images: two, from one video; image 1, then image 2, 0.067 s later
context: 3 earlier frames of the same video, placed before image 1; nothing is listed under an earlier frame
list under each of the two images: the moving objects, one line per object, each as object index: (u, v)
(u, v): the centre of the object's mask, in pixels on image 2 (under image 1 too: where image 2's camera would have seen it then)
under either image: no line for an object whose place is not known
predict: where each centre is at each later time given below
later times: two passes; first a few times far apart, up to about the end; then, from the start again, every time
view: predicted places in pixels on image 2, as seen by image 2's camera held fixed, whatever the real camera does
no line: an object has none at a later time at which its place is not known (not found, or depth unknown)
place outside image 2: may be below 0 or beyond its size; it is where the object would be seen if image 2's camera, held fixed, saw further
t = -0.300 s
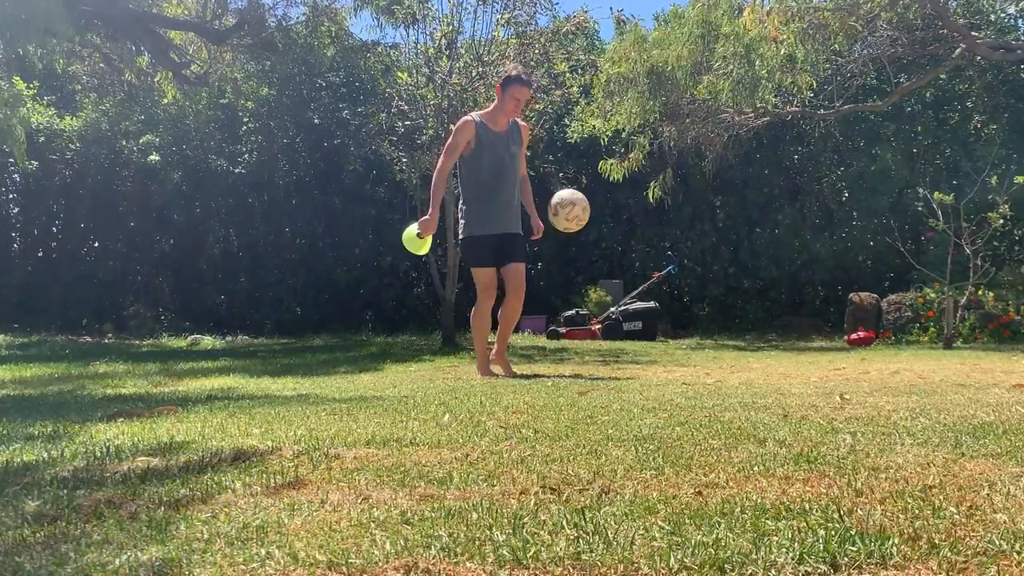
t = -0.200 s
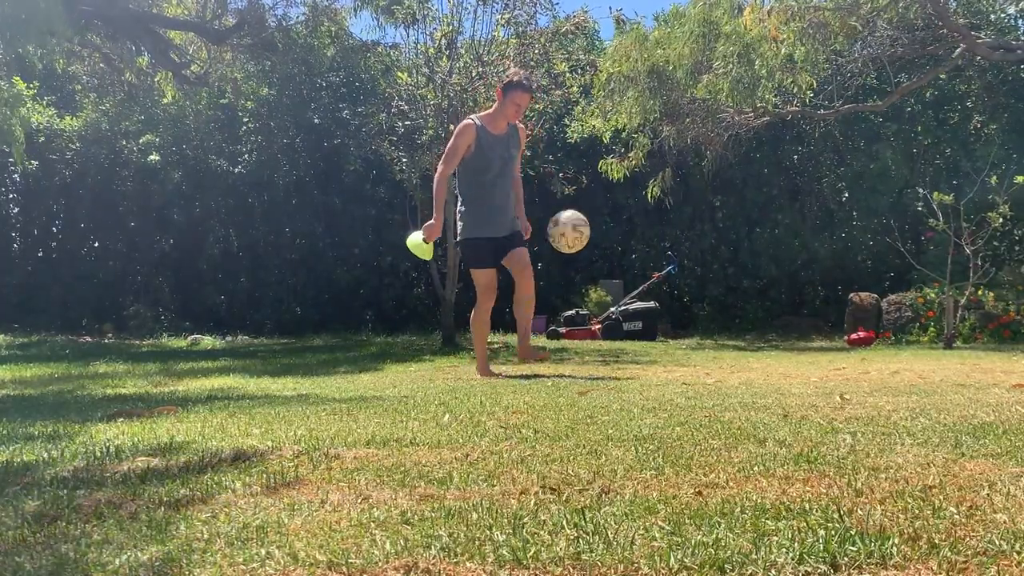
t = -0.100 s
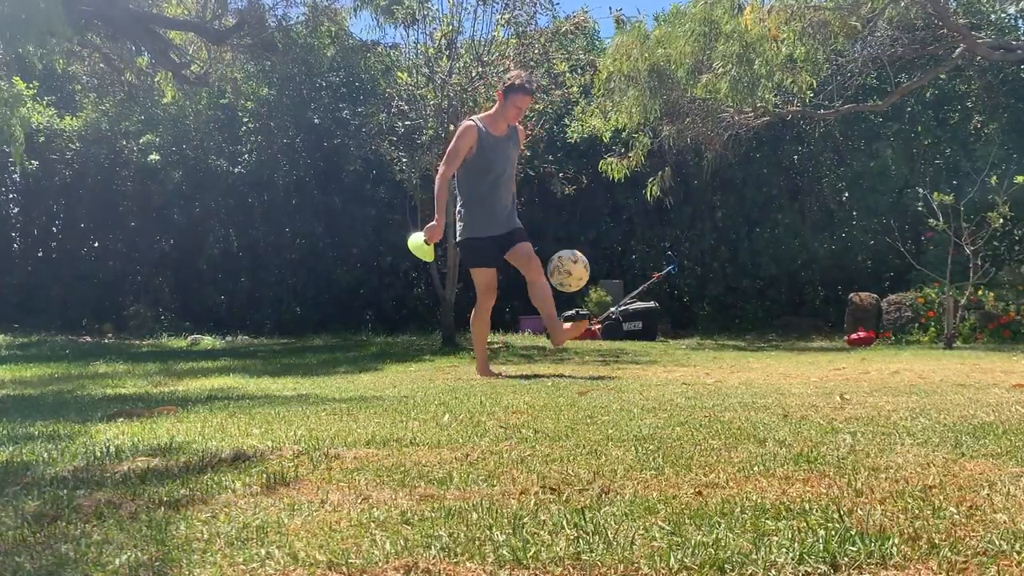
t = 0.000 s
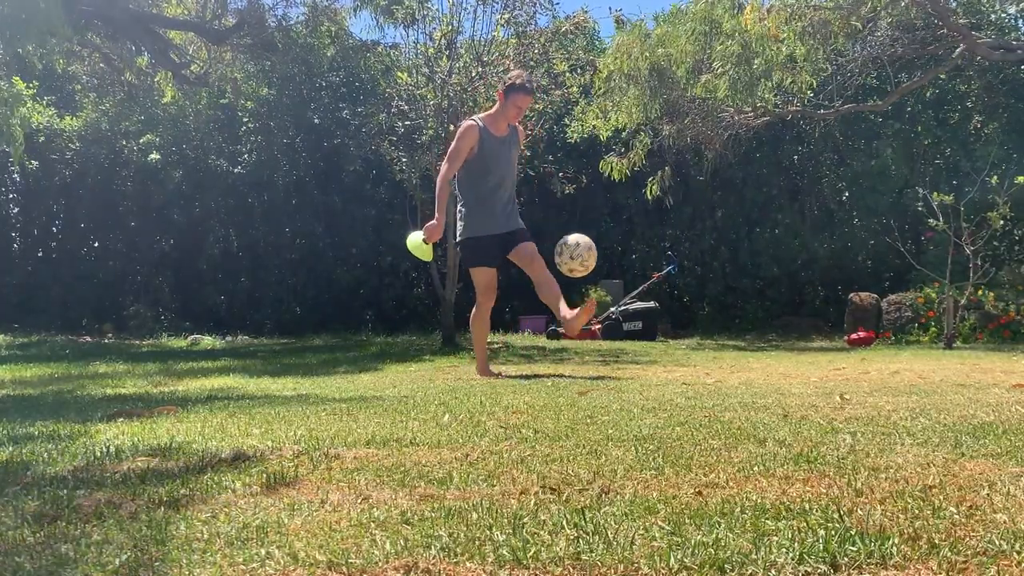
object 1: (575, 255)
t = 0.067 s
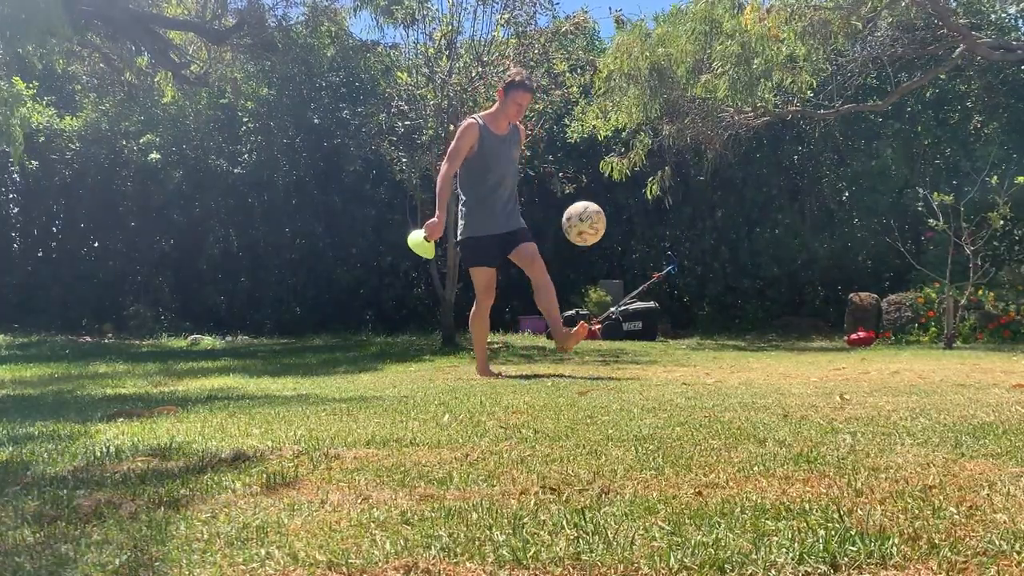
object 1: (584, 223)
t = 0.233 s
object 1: (606, 178)
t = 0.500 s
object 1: (644, 224)
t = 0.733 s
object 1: (680, 345)
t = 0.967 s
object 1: (704, 290)
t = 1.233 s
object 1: (732, 356)
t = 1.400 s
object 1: (745, 334)
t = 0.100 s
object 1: (588, 210)
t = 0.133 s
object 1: (592, 199)
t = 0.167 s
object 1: (597, 190)
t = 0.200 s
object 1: (601, 183)
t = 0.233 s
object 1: (606, 178)
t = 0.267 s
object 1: (610, 175)
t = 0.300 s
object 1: (615, 175)
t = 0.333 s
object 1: (620, 177)
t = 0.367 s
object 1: (624, 182)
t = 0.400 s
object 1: (629, 189)
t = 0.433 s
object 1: (634, 198)
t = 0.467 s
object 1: (639, 210)
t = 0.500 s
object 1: (644, 224)
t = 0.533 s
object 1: (649, 241)
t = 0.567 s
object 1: (654, 261)
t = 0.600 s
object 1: (660, 284)
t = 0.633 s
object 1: (666, 309)
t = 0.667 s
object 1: (671, 336)
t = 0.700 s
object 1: (677, 362)
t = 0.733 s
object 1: (680, 345)
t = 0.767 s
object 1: (683, 329)
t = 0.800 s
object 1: (687, 317)
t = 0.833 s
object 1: (690, 306)
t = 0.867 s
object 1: (694, 298)
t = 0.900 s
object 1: (697, 293)
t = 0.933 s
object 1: (701, 290)
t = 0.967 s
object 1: (704, 290)
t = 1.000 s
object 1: (708, 292)
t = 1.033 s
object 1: (711, 297)
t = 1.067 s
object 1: (715, 304)
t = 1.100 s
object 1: (718, 314)
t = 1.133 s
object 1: (722, 326)
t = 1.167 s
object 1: (725, 341)
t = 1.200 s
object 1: (729, 358)
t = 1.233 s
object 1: (732, 356)
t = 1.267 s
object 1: (734, 347)
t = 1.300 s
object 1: (737, 339)
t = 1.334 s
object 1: (740, 335)
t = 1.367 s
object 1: (743, 333)
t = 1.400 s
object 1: (745, 334)
